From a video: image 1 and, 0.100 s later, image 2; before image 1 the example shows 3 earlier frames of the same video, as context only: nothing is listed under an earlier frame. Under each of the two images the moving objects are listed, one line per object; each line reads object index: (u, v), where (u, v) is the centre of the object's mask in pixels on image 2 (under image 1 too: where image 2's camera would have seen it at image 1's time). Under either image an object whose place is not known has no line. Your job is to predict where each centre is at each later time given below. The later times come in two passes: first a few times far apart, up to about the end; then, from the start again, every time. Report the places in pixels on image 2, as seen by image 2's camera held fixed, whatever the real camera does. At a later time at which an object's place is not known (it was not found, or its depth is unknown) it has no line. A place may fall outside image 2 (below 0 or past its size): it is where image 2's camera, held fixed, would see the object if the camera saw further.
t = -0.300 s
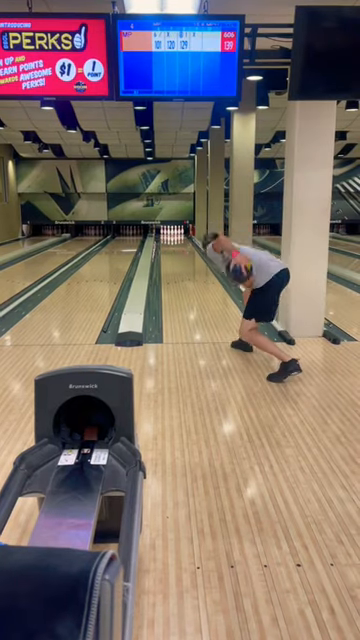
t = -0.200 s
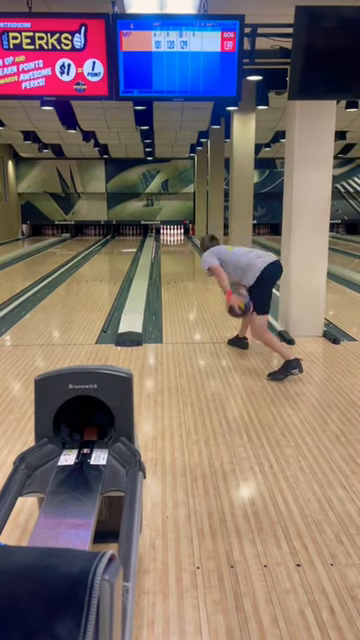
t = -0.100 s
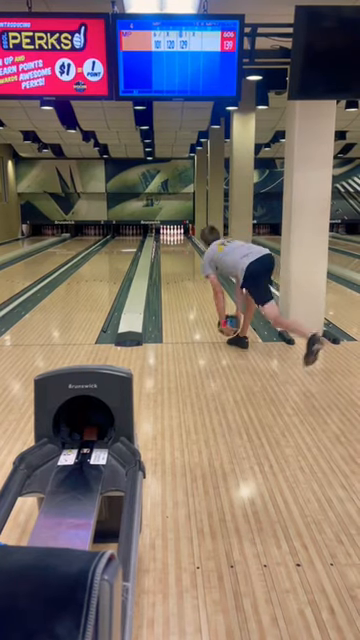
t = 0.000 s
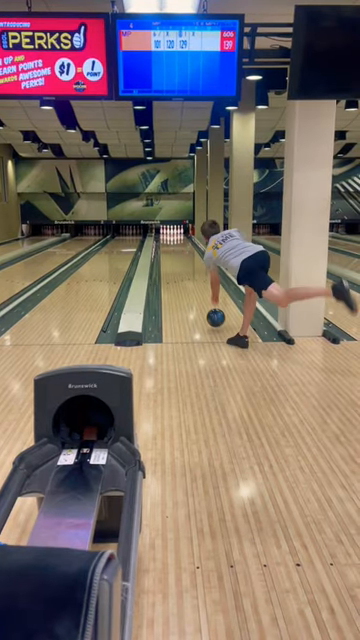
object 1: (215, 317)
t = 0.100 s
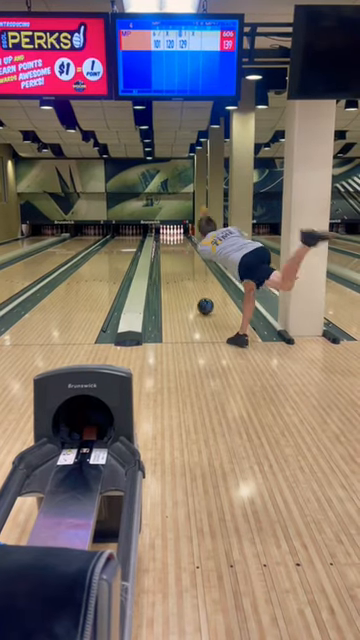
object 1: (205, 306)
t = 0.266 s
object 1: (193, 289)
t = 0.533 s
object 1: (181, 271)
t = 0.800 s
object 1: (172, 259)
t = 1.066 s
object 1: (167, 250)
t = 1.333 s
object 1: (164, 244)
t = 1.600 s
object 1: (164, 239)
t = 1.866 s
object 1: (166, 236)
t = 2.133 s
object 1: (170, 233)
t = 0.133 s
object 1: (202, 302)
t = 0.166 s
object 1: (200, 298)
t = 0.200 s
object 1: (197, 295)
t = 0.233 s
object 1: (195, 292)
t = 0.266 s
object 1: (193, 289)
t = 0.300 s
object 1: (191, 286)
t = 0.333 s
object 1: (189, 283)
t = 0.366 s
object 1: (187, 281)
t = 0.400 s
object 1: (186, 278)
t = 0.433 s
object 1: (184, 276)
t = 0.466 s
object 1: (183, 274)
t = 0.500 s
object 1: (182, 272)
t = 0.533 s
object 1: (181, 271)
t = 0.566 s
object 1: (179, 269)
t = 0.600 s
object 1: (178, 267)
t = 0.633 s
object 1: (177, 266)
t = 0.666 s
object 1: (176, 264)
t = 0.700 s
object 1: (175, 262)
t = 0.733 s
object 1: (174, 261)
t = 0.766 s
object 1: (173, 260)
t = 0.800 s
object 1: (172, 259)
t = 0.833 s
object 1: (172, 257)
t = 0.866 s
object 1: (171, 256)
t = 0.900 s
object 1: (171, 255)
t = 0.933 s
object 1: (169, 252)
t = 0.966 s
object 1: (169, 251)
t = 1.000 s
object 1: (168, 251)
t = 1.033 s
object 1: (168, 250)
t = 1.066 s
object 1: (167, 250)
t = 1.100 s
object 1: (167, 249)
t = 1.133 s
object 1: (167, 249)
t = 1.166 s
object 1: (167, 248)
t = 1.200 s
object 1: (166, 247)
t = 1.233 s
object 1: (165, 246)
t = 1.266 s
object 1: (165, 245)
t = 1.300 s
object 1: (164, 244)
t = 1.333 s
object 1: (164, 244)
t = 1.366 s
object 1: (164, 243)
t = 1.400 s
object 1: (164, 242)
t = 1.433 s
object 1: (164, 241)
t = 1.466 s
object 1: (164, 241)
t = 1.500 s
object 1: (164, 241)
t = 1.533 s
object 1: (164, 241)
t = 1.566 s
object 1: (164, 240)
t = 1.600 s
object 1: (164, 239)
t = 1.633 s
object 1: (164, 239)
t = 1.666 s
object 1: (164, 239)
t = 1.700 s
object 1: (164, 238)
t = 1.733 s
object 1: (165, 237)
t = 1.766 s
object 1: (165, 237)
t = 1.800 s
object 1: (165, 237)
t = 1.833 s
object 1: (165, 236)
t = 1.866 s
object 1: (166, 236)
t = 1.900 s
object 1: (167, 235)
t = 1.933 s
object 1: (167, 235)
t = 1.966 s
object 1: (167, 235)
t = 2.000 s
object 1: (168, 234)
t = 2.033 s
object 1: (168, 234)
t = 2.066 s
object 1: (169, 233)
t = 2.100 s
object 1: (169, 233)
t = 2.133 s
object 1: (170, 233)
